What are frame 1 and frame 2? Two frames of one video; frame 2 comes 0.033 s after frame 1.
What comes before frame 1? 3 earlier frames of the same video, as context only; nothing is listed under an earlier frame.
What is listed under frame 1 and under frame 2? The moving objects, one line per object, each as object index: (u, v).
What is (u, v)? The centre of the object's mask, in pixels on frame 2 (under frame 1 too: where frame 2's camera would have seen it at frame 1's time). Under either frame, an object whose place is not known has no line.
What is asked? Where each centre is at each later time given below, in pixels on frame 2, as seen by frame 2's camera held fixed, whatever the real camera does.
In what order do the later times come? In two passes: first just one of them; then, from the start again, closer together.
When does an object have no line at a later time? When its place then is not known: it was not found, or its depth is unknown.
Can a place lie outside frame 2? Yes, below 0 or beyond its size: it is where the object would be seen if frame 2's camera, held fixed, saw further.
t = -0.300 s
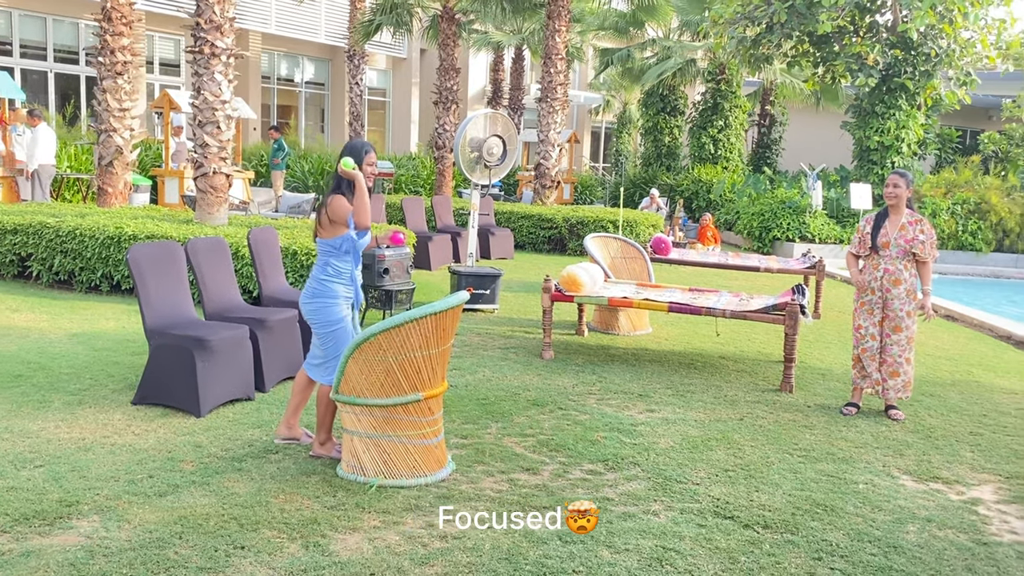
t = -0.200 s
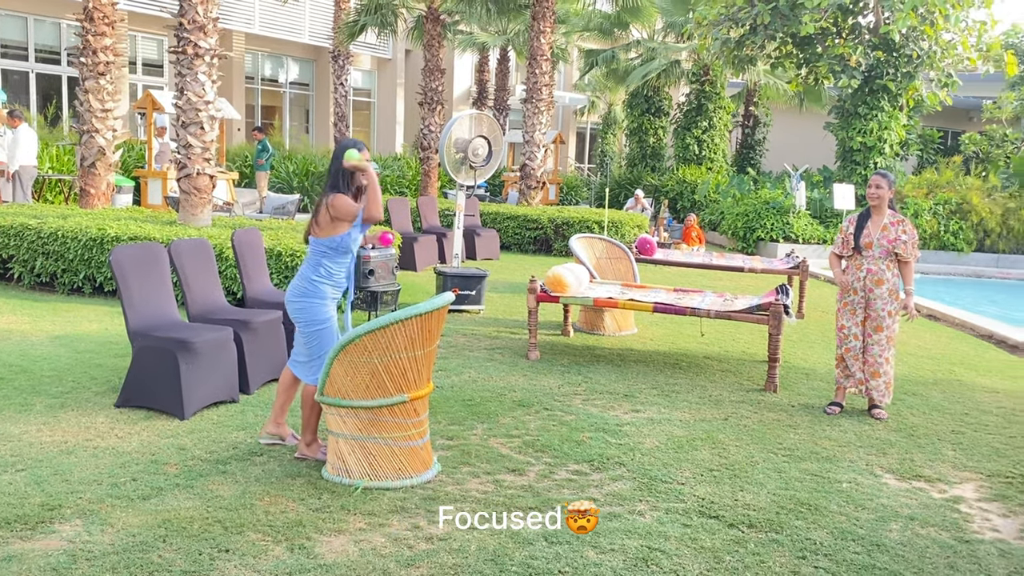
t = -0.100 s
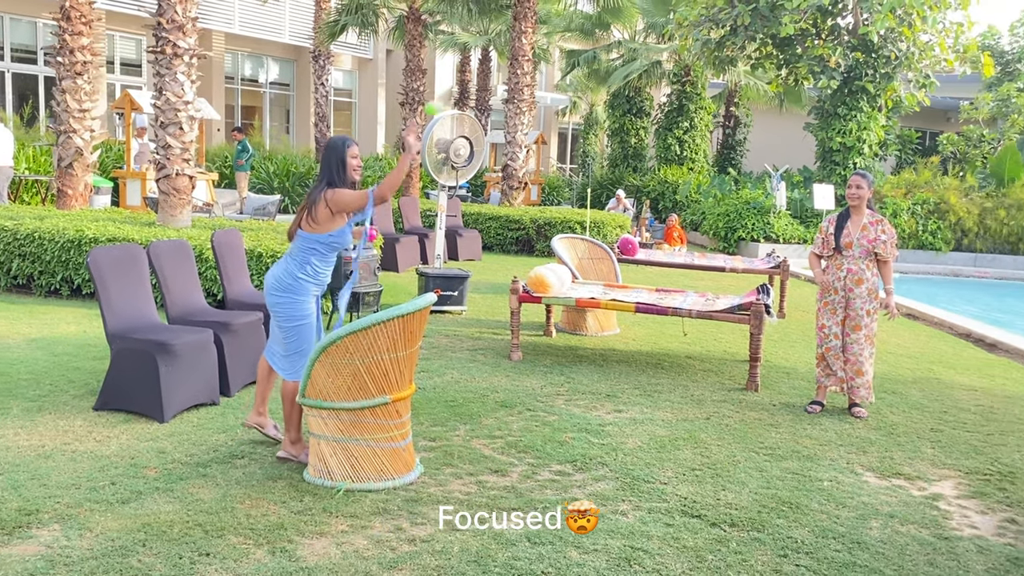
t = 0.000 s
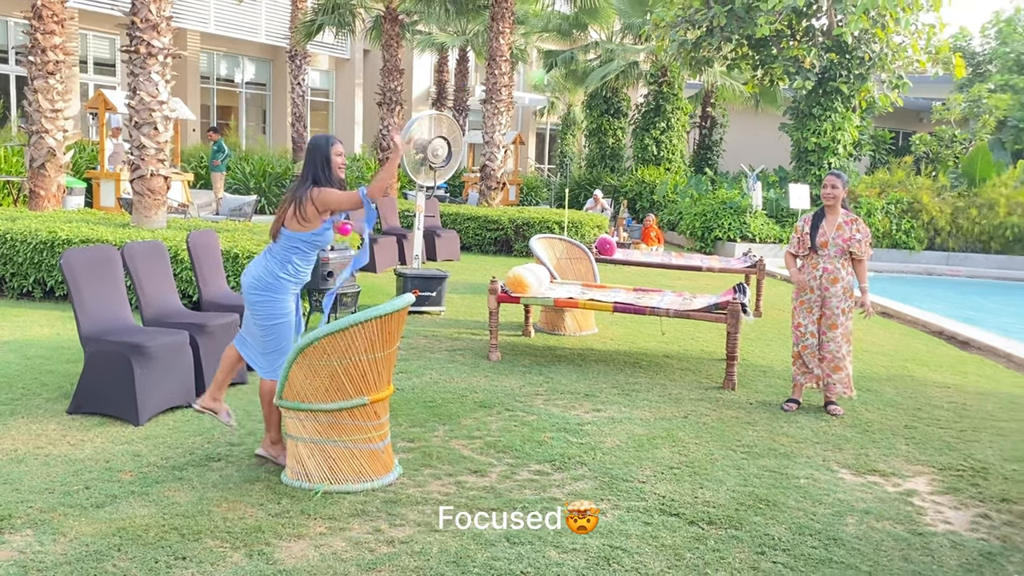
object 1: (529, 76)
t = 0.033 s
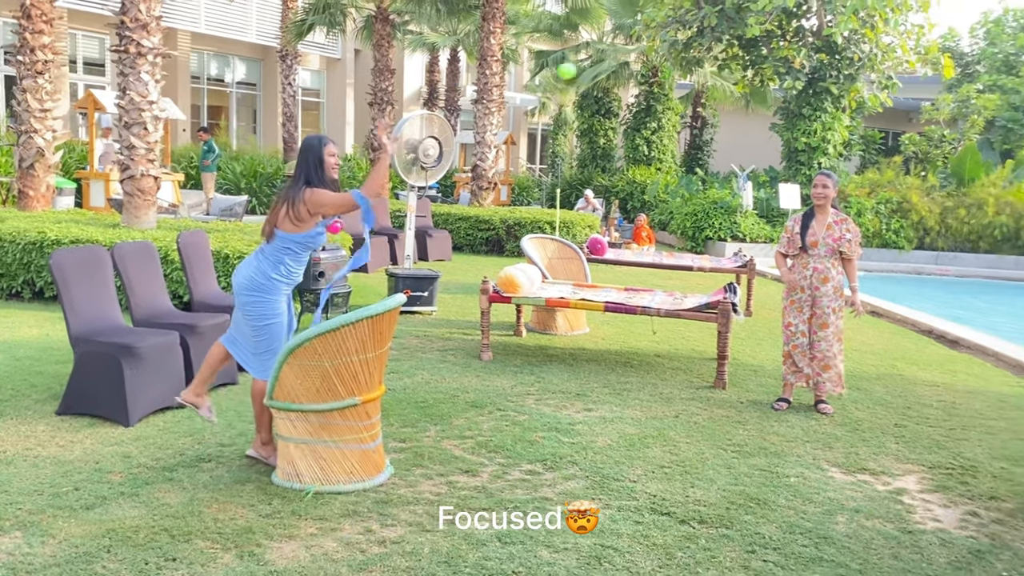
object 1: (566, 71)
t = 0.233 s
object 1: (782, 95)
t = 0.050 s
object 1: (585, 69)
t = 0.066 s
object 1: (606, 68)
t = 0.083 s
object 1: (622, 69)
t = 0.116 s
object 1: (661, 70)
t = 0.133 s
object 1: (680, 72)
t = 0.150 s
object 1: (697, 75)
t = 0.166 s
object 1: (714, 77)
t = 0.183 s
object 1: (733, 81)
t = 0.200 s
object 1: (748, 84)
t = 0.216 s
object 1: (766, 89)
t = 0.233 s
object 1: (782, 95)
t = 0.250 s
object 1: (798, 100)
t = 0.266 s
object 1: (815, 106)
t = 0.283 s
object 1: (831, 113)
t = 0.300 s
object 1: (846, 122)
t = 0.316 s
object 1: (861, 129)
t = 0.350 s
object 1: (890, 146)
